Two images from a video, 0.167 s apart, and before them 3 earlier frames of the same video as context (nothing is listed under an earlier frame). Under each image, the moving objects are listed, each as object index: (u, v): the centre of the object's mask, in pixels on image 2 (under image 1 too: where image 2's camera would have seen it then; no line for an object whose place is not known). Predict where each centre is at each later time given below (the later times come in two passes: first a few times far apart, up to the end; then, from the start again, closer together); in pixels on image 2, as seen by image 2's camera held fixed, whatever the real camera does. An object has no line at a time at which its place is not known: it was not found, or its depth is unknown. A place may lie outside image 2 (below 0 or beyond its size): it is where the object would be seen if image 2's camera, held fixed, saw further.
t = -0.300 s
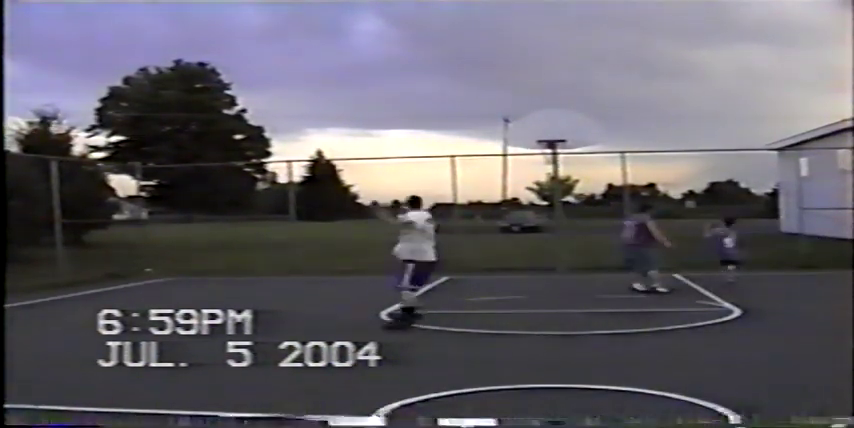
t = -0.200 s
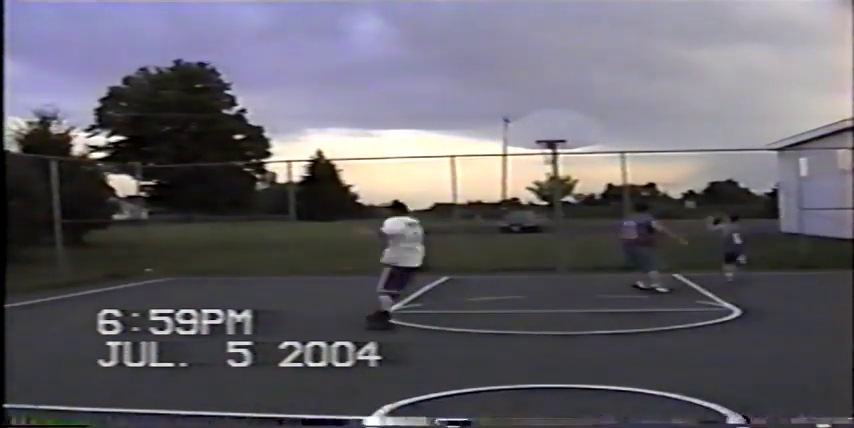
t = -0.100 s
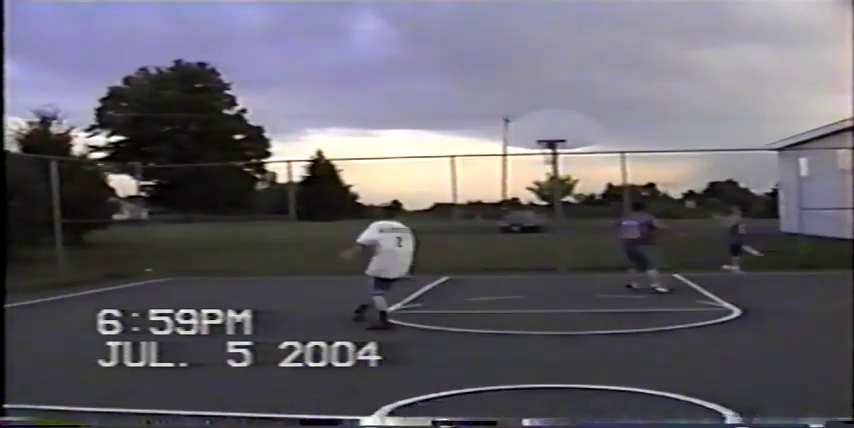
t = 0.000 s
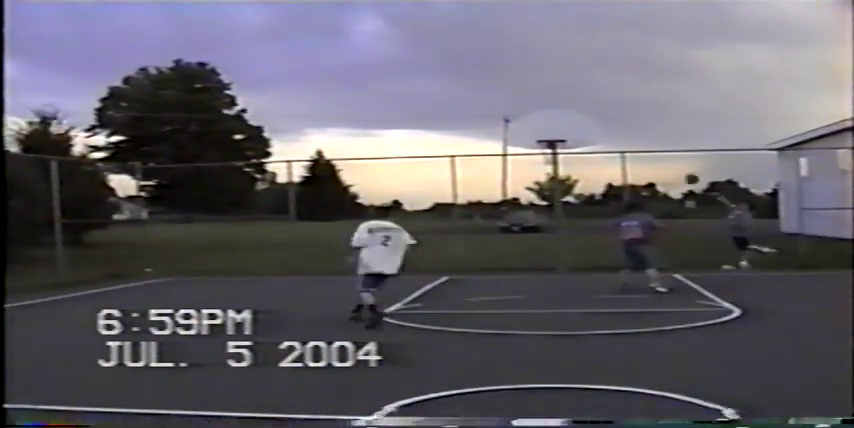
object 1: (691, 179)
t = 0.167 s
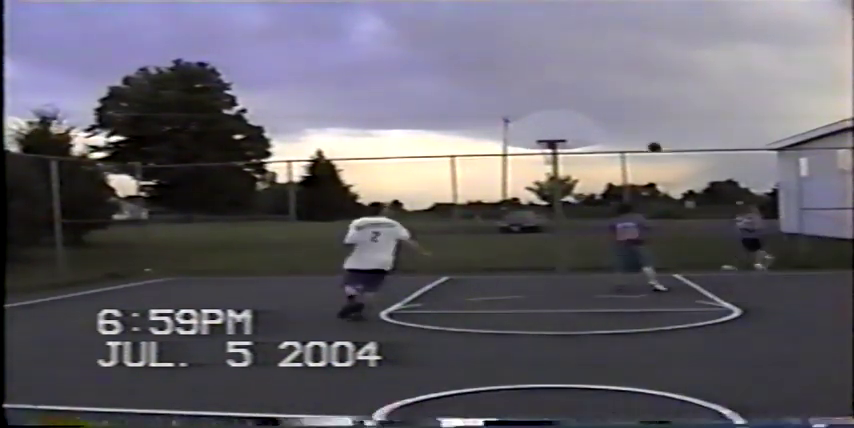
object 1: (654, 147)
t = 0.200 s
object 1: (646, 142)
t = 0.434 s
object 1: (596, 124)
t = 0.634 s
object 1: (556, 128)
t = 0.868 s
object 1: (540, 126)
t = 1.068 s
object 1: (544, 126)
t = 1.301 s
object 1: (547, 145)
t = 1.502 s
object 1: (554, 176)
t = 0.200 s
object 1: (646, 142)
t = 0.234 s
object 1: (638, 138)
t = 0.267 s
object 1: (631, 135)
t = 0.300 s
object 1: (624, 131)
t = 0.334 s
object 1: (617, 129)
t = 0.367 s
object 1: (610, 127)
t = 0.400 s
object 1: (603, 125)
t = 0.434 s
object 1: (596, 124)
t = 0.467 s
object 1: (590, 124)
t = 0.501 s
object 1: (582, 123)
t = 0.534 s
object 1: (576, 124)
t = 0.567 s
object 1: (569, 124)
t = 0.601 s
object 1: (562, 126)
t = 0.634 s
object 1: (556, 128)
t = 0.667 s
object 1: (549, 130)
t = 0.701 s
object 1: (543, 133)
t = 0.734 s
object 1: (538, 135)
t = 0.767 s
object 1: (538, 132)
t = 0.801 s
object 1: (538, 130)
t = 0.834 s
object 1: (539, 128)
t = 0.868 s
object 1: (540, 126)
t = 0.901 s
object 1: (540, 125)
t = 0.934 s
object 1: (541, 124)
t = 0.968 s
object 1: (542, 124)
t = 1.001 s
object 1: (542, 124)
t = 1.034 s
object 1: (543, 125)
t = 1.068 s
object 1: (544, 126)
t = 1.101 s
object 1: (544, 127)
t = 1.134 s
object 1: (546, 130)
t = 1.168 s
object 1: (546, 133)
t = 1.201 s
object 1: (547, 136)
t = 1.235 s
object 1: (548, 138)
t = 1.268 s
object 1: (547, 140)
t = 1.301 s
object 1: (547, 145)
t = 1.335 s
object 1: (551, 152)
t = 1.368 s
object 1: (553, 157)
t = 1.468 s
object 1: (554, 171)
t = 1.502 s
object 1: (554, 176)
